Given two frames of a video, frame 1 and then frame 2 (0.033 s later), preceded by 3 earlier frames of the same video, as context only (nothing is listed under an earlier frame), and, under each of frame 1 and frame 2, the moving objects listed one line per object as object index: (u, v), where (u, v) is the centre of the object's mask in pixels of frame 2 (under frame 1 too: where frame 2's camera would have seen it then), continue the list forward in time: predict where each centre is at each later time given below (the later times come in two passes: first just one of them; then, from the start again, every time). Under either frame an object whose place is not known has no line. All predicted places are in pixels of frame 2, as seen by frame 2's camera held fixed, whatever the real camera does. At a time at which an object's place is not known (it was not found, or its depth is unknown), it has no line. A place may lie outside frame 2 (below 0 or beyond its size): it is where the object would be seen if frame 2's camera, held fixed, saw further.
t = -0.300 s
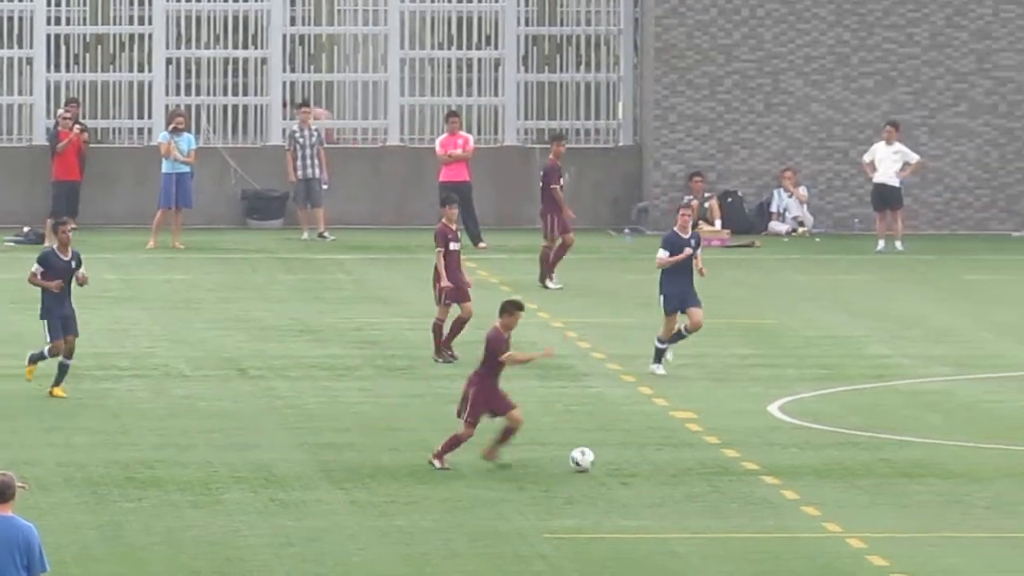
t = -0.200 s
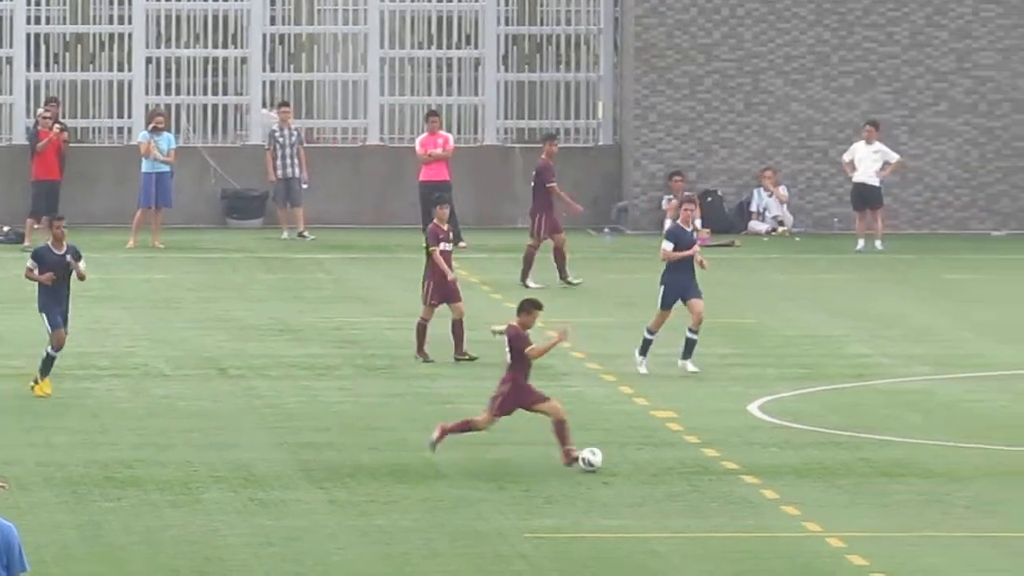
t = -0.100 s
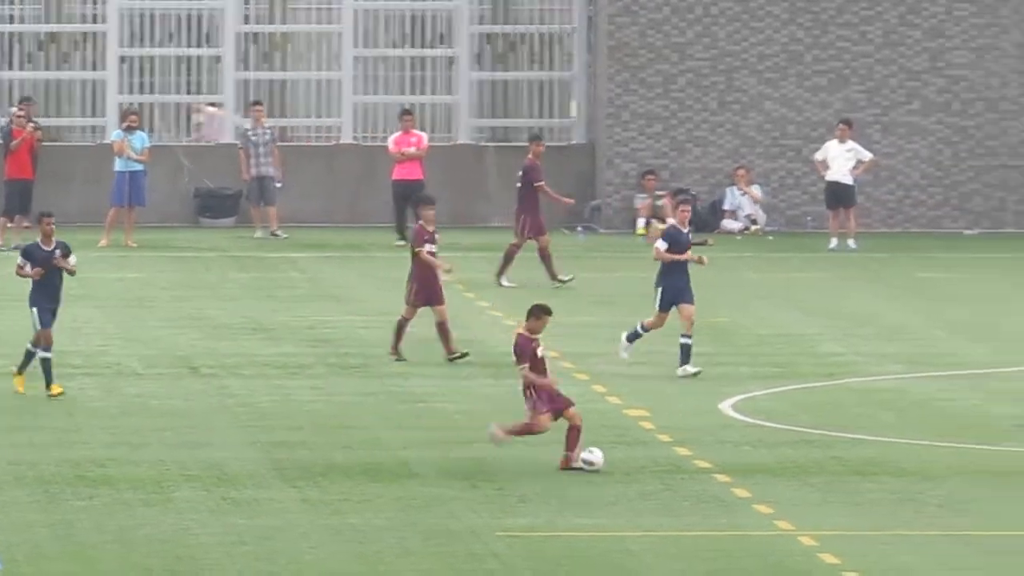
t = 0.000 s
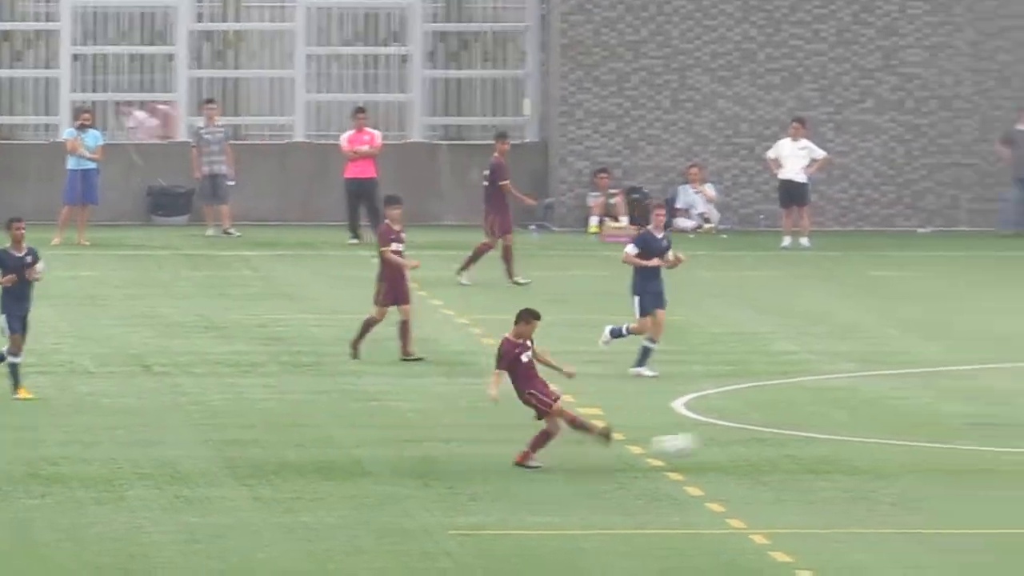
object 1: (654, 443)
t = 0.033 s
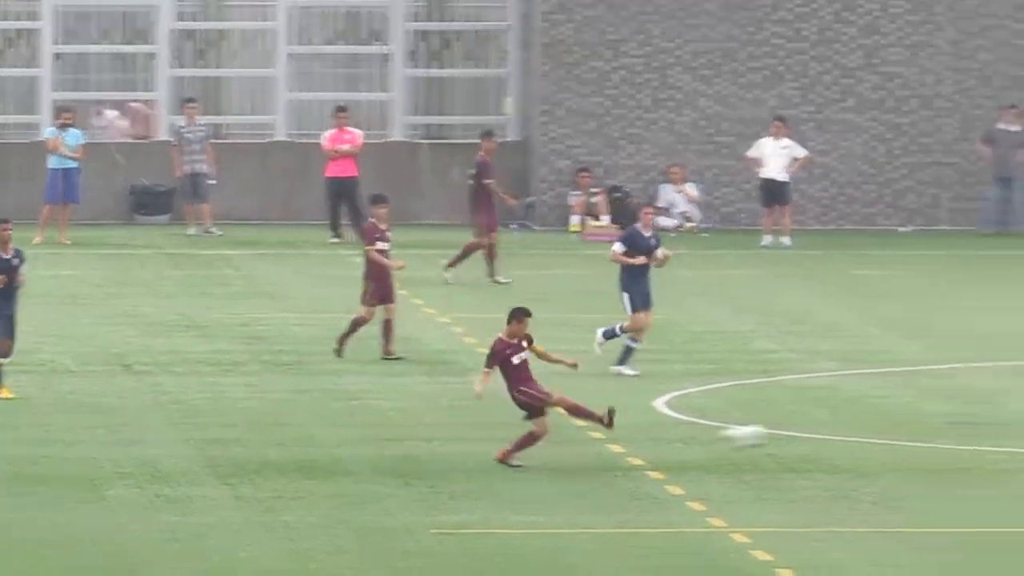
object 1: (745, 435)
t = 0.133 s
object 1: (999, 423)
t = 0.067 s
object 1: (831, 428)
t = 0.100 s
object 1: (916, 424)
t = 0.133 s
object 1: (999, 423)
